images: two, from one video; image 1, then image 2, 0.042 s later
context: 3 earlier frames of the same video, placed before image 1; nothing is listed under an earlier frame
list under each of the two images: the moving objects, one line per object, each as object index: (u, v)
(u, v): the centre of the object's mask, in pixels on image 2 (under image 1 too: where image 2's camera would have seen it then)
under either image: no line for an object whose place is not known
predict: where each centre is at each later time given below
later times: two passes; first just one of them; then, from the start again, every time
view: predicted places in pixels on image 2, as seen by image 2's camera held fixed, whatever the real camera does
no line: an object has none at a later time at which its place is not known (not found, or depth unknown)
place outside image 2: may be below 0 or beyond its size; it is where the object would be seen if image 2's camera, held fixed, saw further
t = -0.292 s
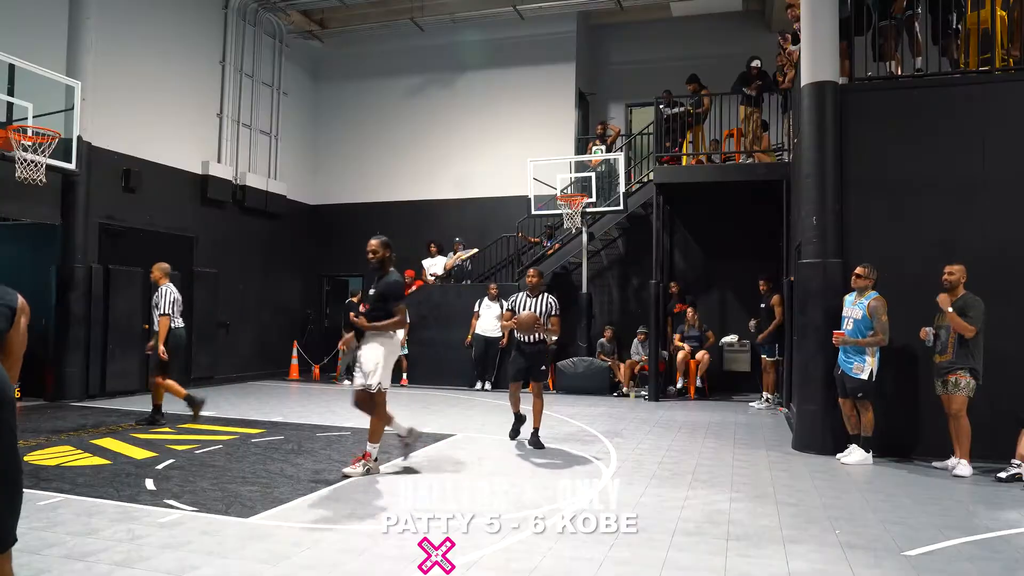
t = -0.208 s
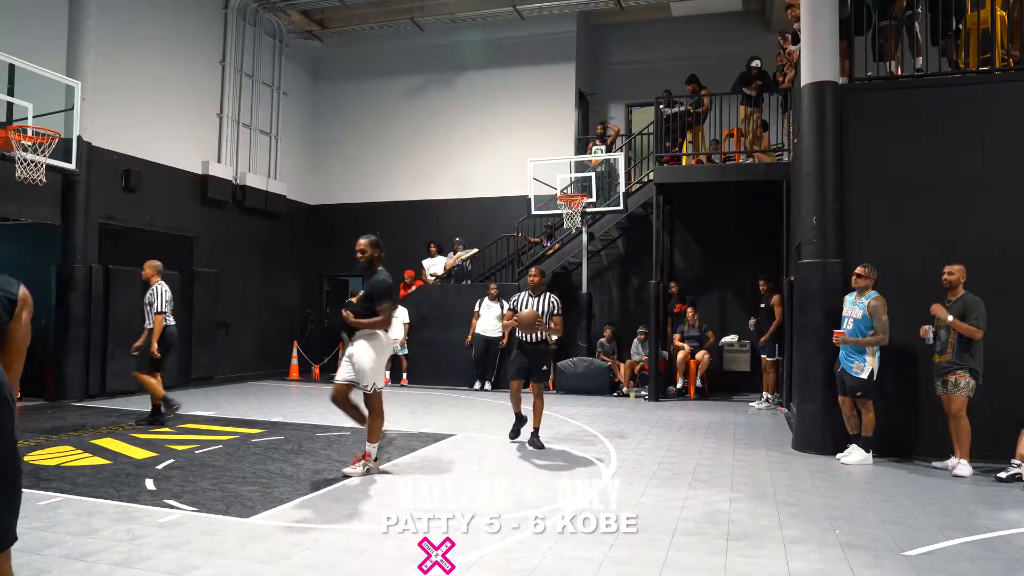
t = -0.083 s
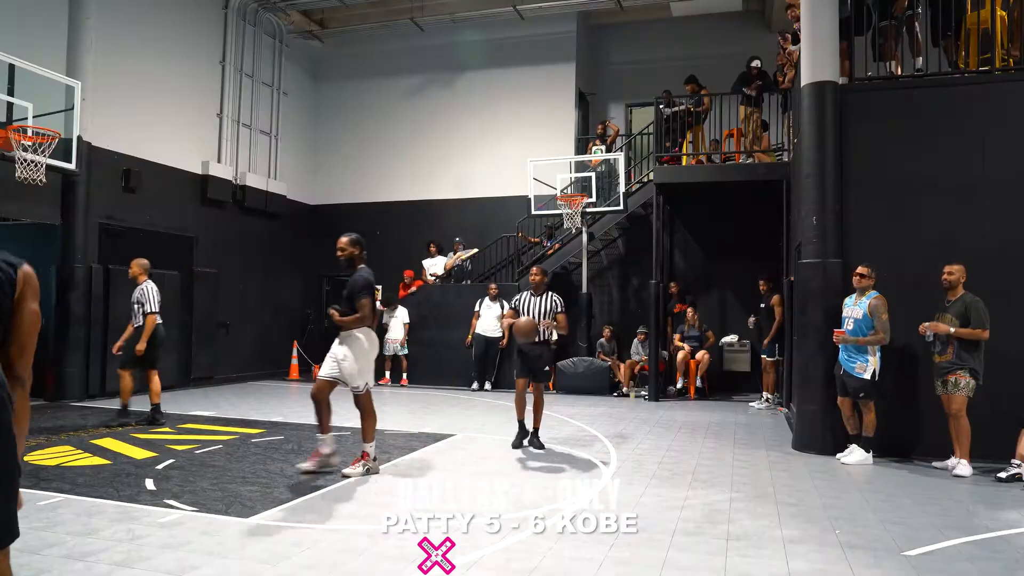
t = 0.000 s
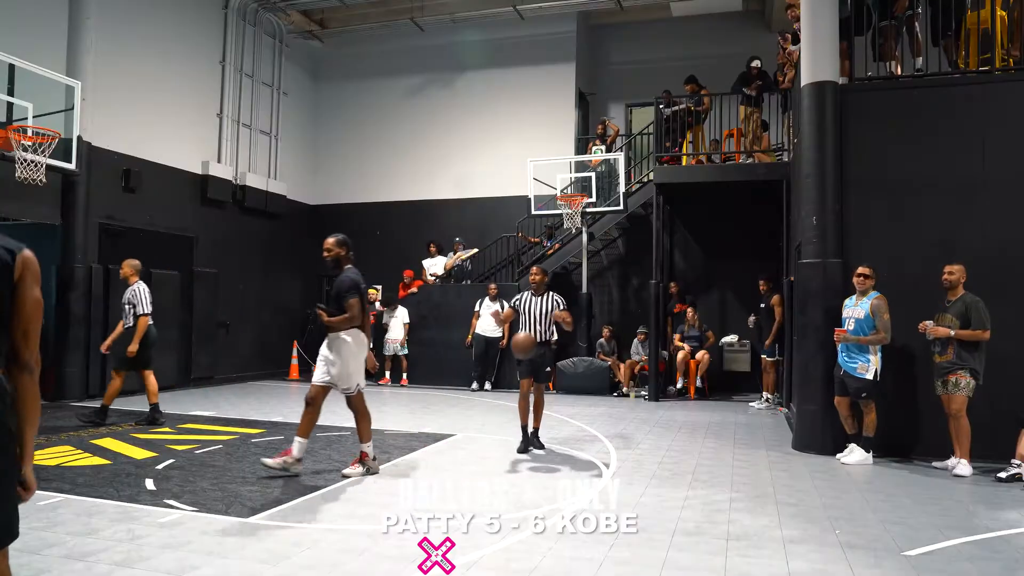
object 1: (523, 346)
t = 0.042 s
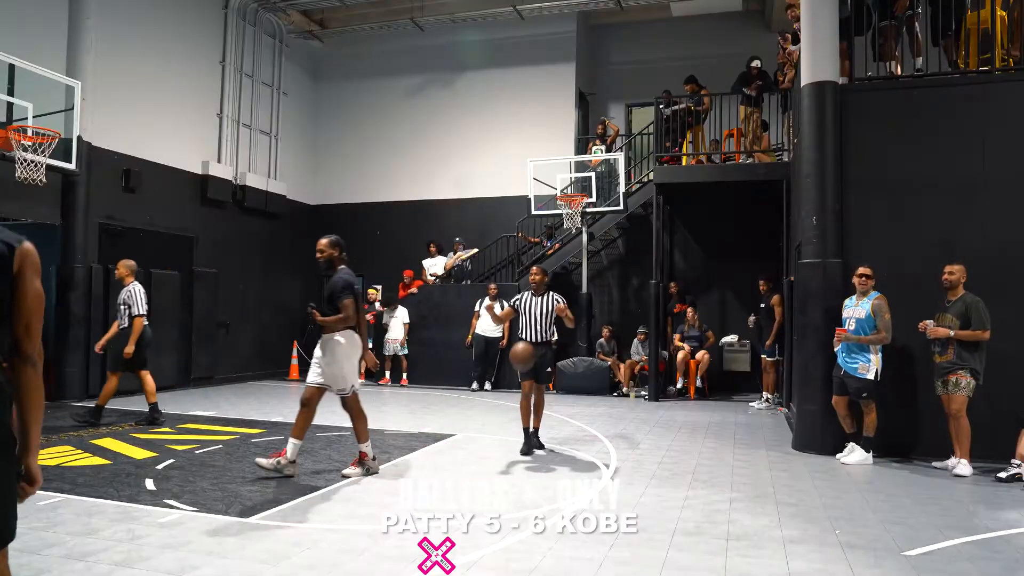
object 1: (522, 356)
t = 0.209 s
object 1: (515, 420)
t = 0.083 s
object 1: (521, 368)
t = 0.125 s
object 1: (519, 381)
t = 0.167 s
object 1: (517, 399)
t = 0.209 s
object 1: (515, 420)
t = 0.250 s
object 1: (515, 440)
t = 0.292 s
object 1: (514, 439)
